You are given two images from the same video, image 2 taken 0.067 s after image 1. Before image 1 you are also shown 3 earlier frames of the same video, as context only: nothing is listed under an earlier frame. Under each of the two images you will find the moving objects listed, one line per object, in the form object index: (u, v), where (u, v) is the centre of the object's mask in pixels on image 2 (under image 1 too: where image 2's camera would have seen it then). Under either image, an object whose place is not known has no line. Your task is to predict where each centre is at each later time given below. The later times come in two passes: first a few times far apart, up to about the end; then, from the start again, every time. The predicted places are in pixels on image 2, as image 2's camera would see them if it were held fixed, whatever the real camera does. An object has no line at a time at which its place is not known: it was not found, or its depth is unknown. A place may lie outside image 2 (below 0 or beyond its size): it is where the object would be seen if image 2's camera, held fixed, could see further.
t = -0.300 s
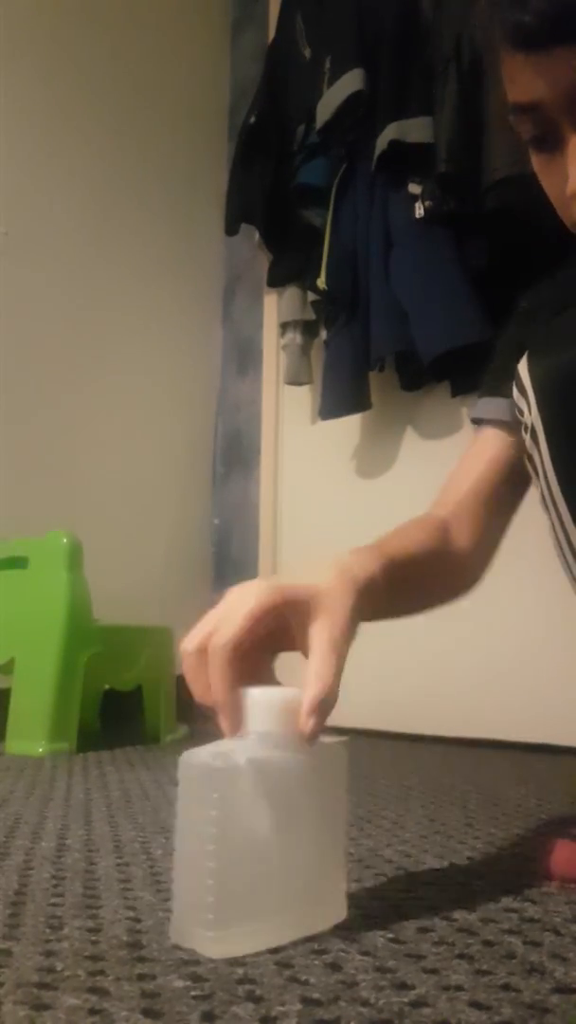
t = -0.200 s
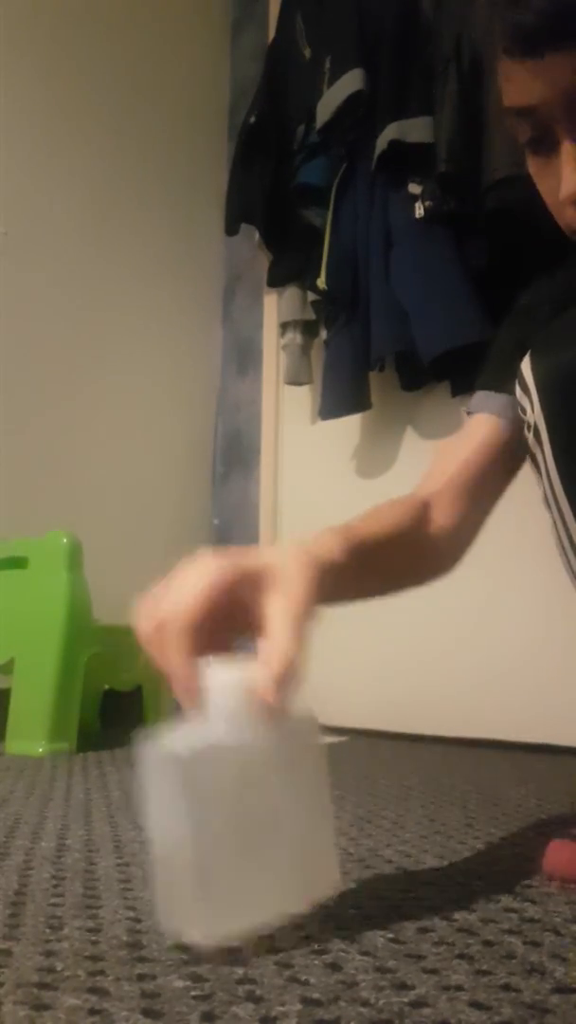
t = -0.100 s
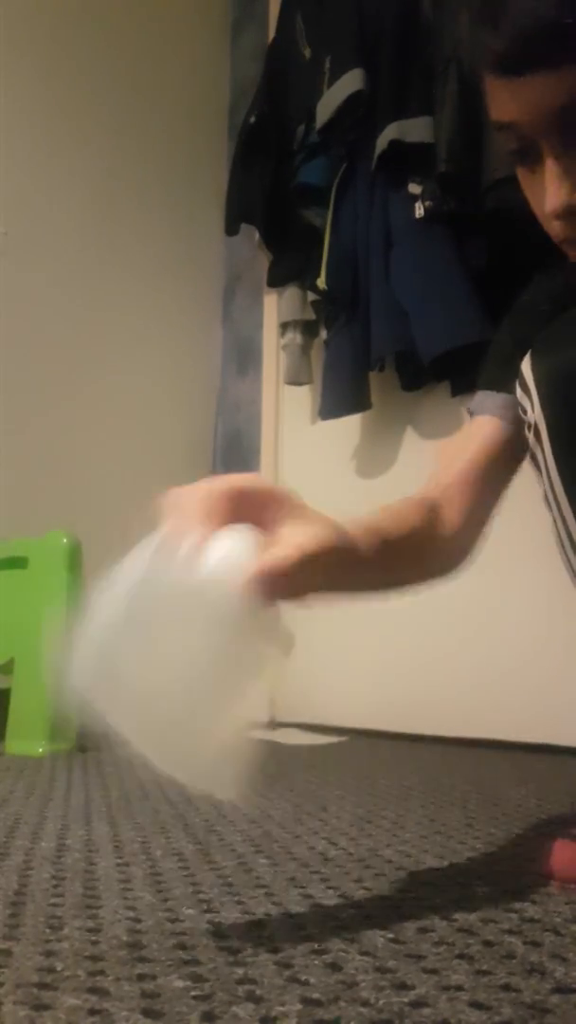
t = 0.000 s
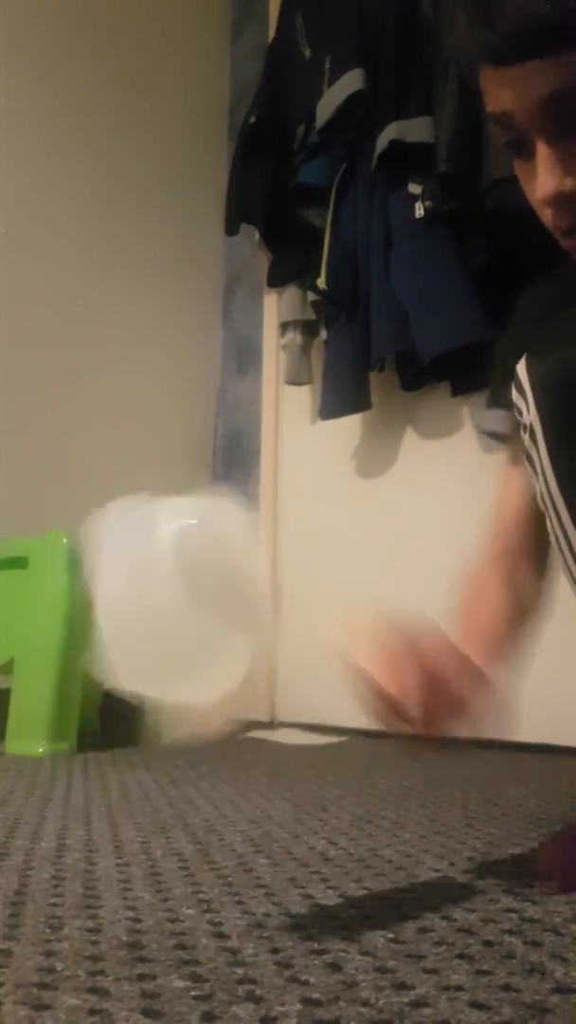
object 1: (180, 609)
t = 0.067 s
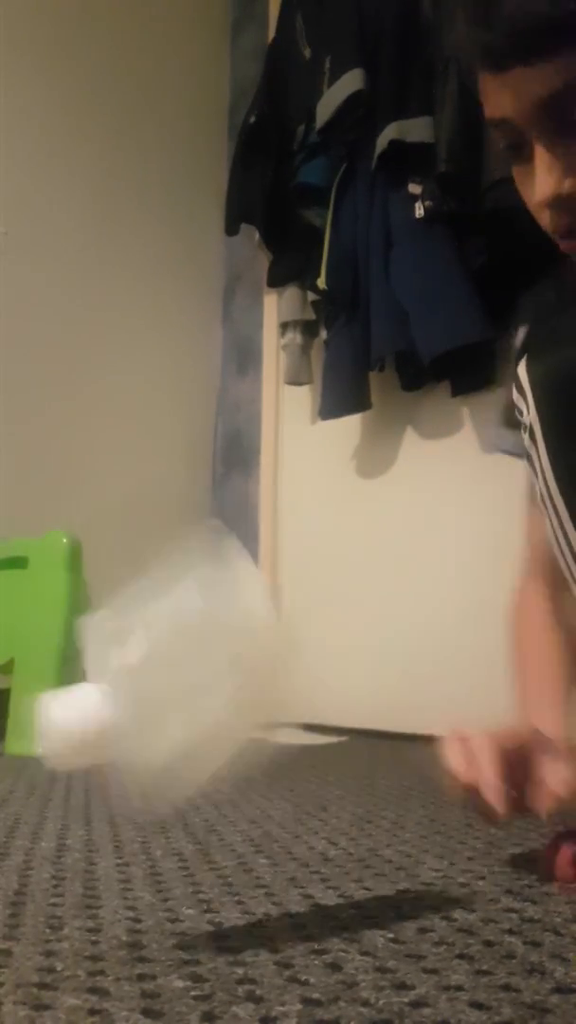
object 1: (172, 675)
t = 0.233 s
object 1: (134, 828)
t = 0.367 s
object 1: (99, 853)
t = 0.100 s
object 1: (174, 755)
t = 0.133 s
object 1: (170, 816)
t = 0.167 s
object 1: (159, 818)
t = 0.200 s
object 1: (149, 820)
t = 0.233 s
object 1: (134, 828)
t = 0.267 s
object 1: (117, 843)
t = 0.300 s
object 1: (104, 847)
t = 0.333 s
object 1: (100, 851)
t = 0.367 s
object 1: (99, 853)
